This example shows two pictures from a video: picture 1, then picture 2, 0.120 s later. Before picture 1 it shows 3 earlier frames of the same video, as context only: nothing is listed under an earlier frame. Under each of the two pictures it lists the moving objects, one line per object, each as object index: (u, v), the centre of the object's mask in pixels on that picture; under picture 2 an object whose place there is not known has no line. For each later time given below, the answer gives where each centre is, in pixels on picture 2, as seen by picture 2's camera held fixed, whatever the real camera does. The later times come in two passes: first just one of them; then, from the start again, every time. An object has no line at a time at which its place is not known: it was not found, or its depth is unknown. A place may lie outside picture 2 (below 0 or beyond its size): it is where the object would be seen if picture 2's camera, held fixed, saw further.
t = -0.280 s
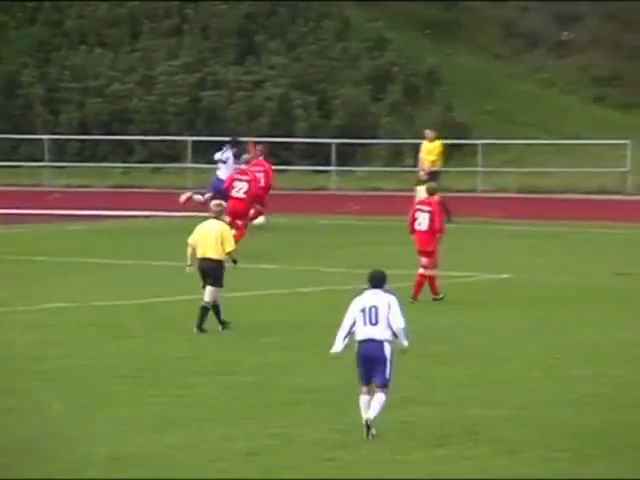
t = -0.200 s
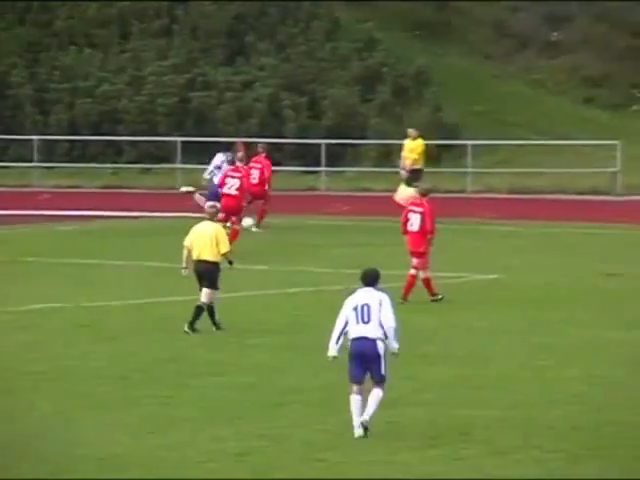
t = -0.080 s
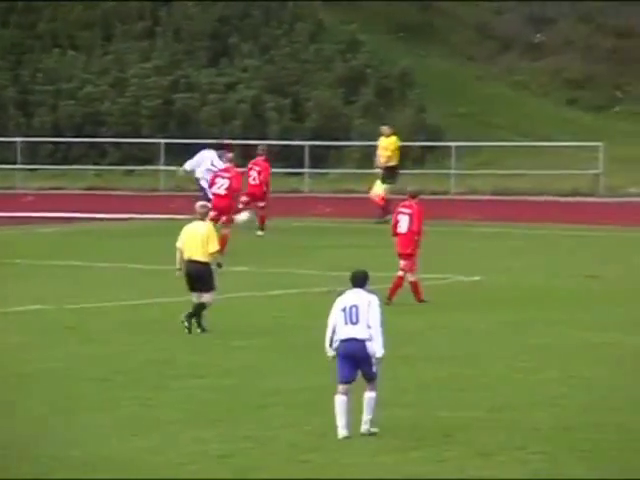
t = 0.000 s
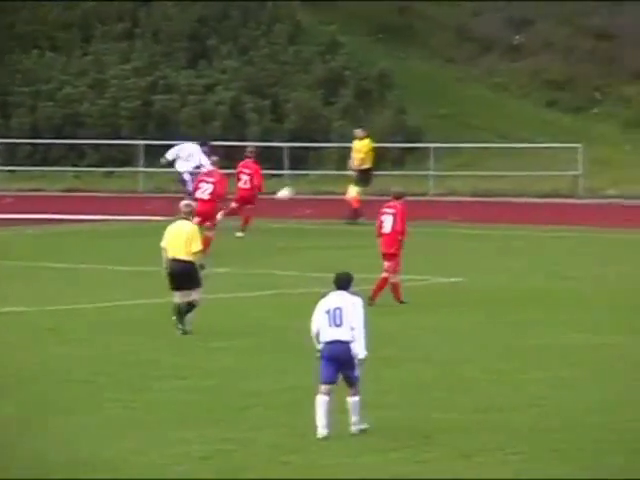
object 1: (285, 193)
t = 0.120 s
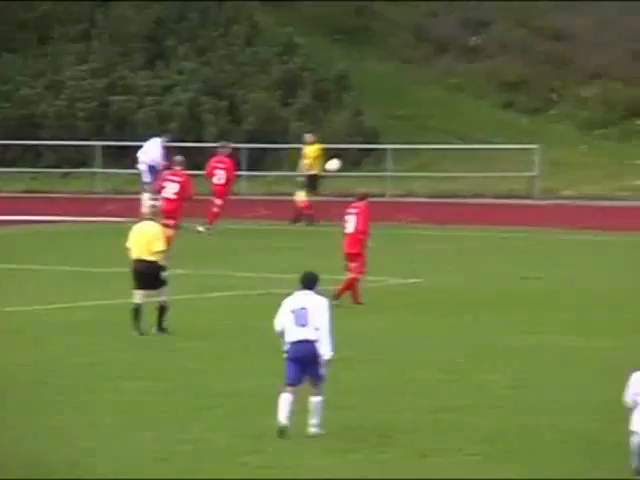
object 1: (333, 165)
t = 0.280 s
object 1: (447, 140)
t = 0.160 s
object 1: (362, 157)
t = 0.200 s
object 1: (391, 150)
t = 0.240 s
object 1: (418, 145)
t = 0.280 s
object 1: (447, 140)
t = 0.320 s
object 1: (476, 137)
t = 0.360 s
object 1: (504, 135)
